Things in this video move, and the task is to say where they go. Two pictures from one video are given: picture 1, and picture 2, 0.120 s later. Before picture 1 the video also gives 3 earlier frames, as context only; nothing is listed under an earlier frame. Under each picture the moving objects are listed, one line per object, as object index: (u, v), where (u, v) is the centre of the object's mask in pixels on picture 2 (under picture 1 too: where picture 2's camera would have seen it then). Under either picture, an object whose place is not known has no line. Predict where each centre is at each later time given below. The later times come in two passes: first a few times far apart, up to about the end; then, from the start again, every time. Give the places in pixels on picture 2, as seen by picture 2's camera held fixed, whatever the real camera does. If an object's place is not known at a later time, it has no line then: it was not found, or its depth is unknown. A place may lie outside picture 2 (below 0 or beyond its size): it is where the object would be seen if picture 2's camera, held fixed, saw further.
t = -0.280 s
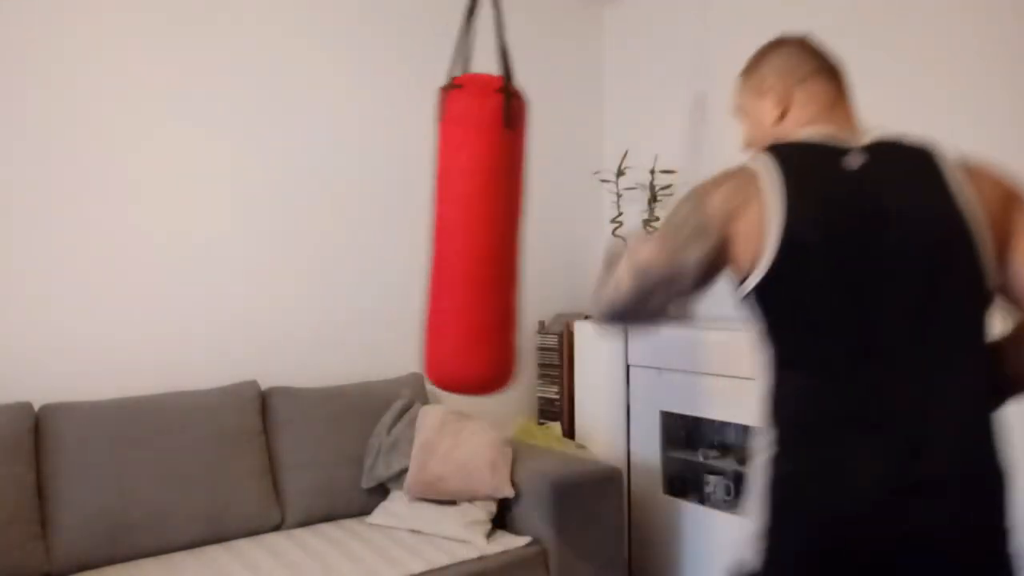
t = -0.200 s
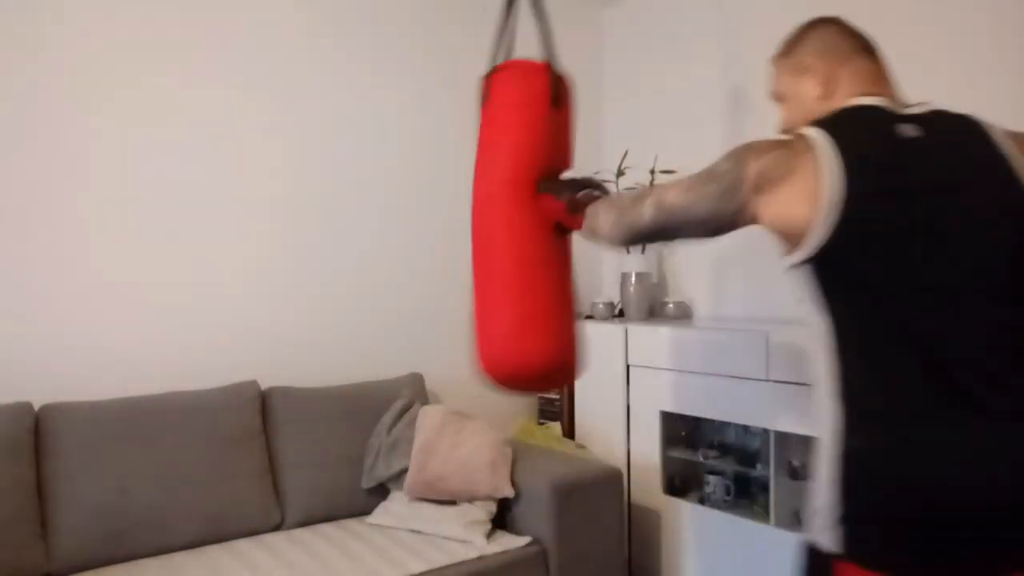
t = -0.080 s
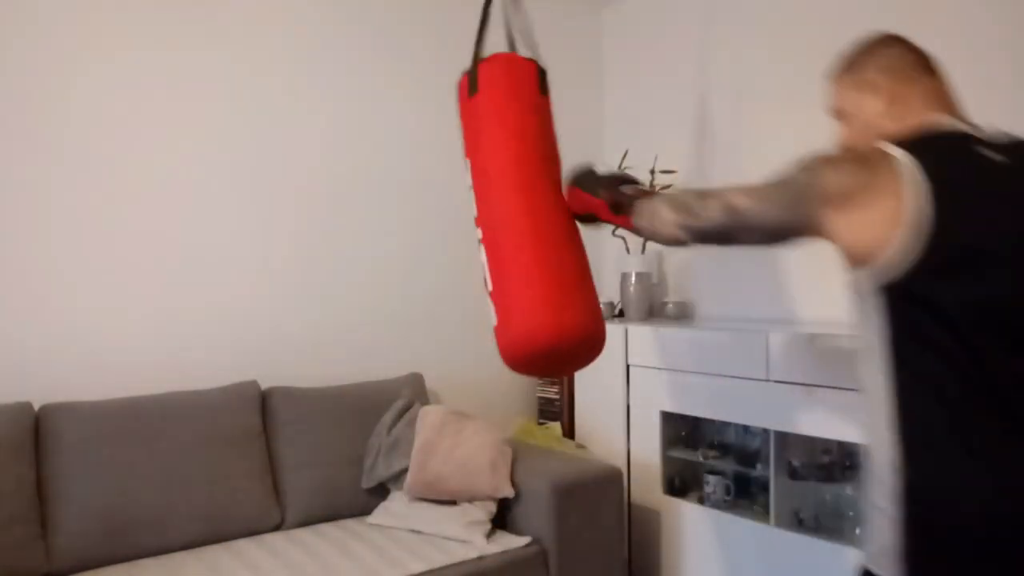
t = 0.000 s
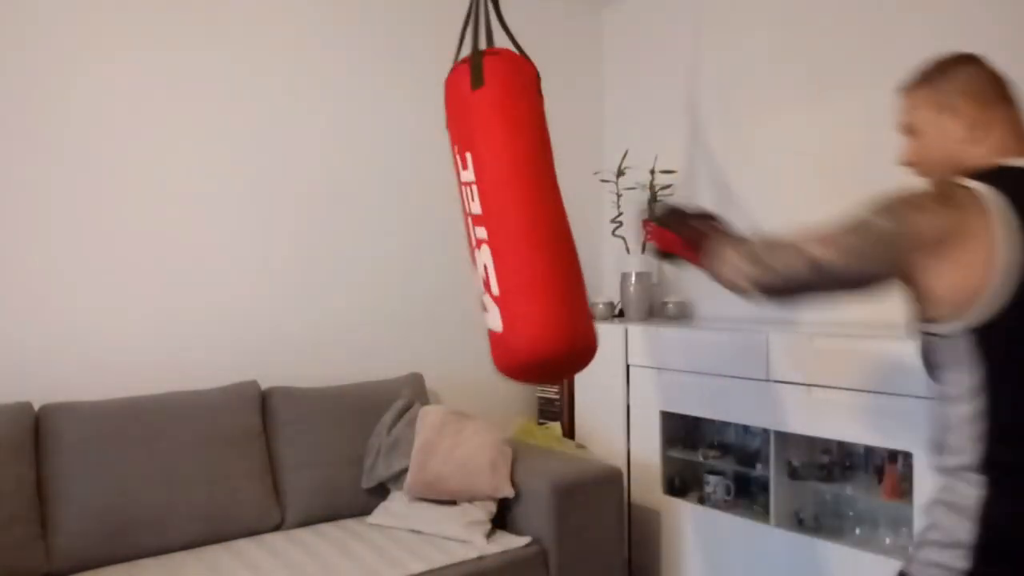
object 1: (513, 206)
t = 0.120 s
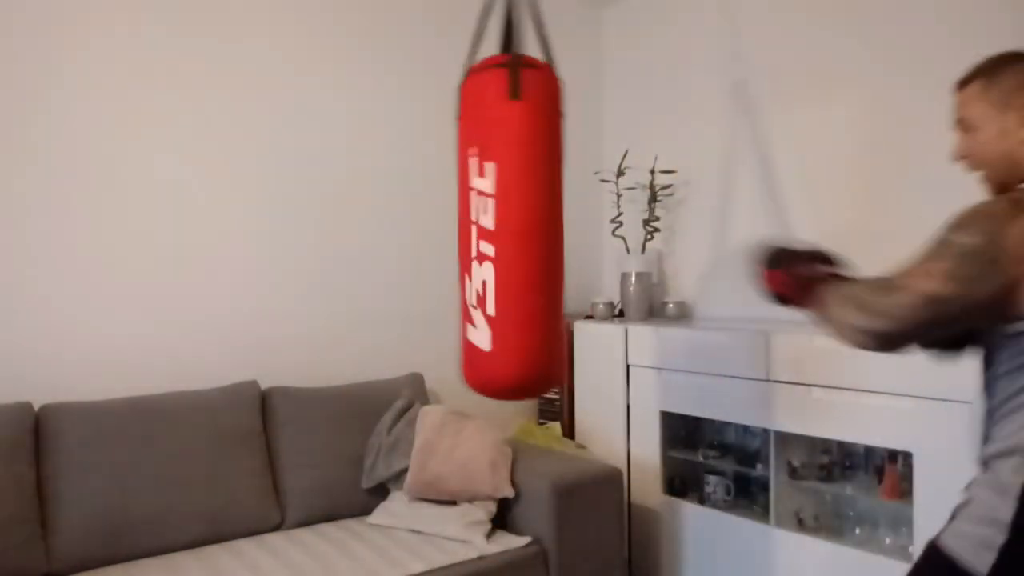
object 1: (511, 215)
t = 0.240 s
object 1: (507, 212)
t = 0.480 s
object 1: (488, 211)
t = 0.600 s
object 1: (490, 215)
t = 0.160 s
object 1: (511, 206)
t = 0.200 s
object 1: (508, 206)
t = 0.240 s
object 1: (507, 212)
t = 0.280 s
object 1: (505, 217)
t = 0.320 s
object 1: (501, 218)
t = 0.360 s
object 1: (498, 213)
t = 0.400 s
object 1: (491, 221)
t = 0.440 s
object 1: (489, 217)
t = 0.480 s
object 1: (488, 211)
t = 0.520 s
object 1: (487, 220)
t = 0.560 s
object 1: (488, 214)
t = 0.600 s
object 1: (490, 215)
